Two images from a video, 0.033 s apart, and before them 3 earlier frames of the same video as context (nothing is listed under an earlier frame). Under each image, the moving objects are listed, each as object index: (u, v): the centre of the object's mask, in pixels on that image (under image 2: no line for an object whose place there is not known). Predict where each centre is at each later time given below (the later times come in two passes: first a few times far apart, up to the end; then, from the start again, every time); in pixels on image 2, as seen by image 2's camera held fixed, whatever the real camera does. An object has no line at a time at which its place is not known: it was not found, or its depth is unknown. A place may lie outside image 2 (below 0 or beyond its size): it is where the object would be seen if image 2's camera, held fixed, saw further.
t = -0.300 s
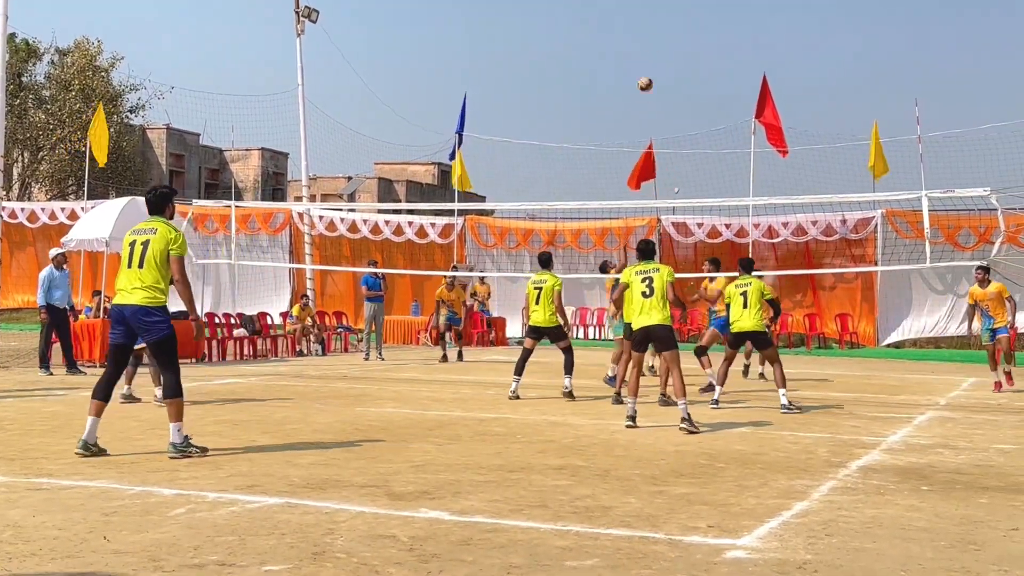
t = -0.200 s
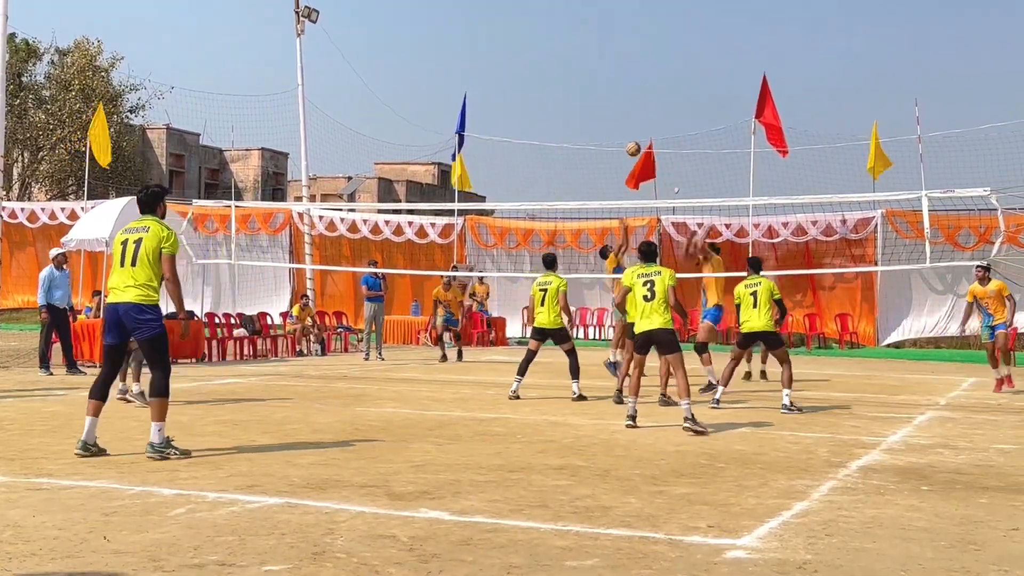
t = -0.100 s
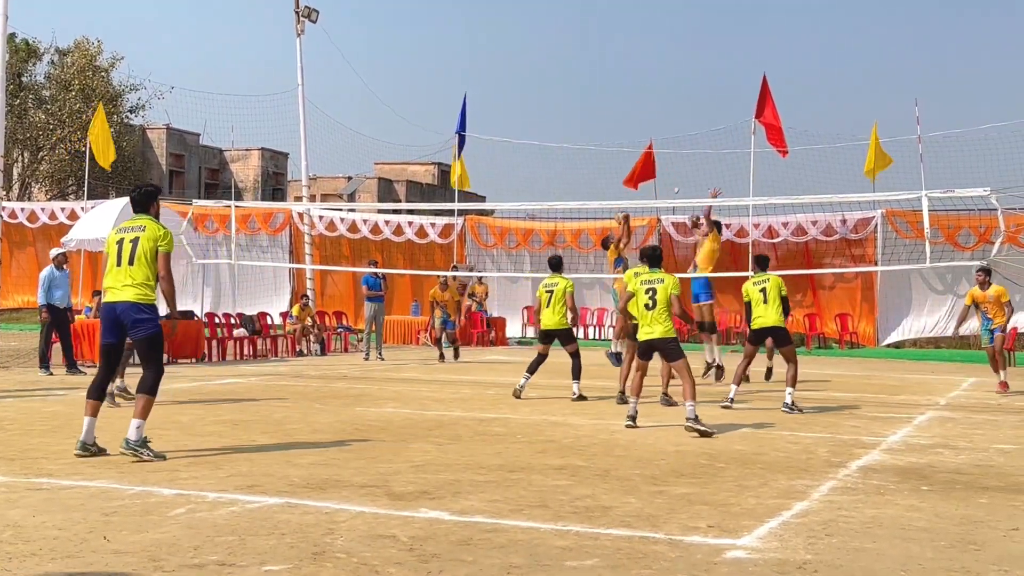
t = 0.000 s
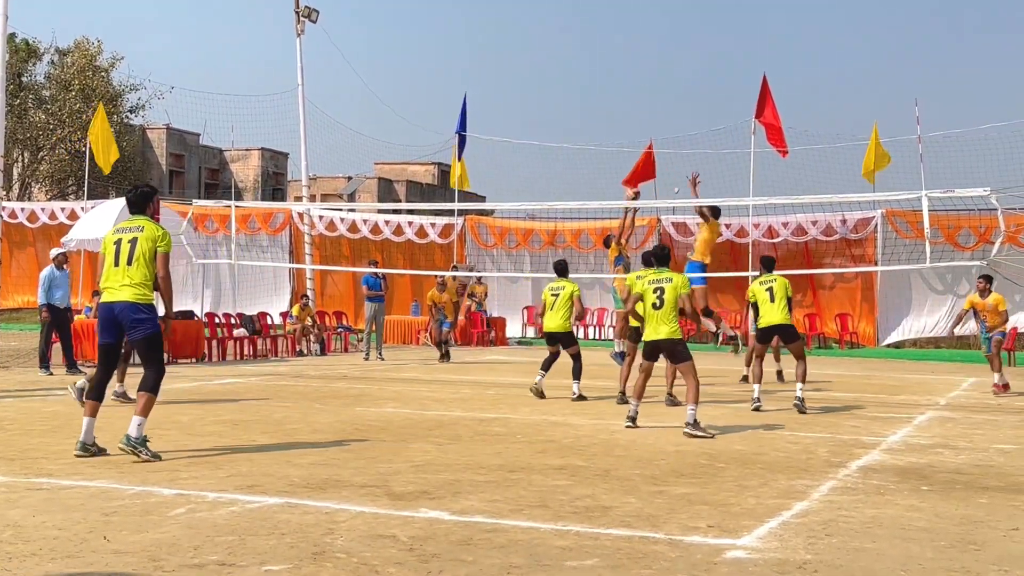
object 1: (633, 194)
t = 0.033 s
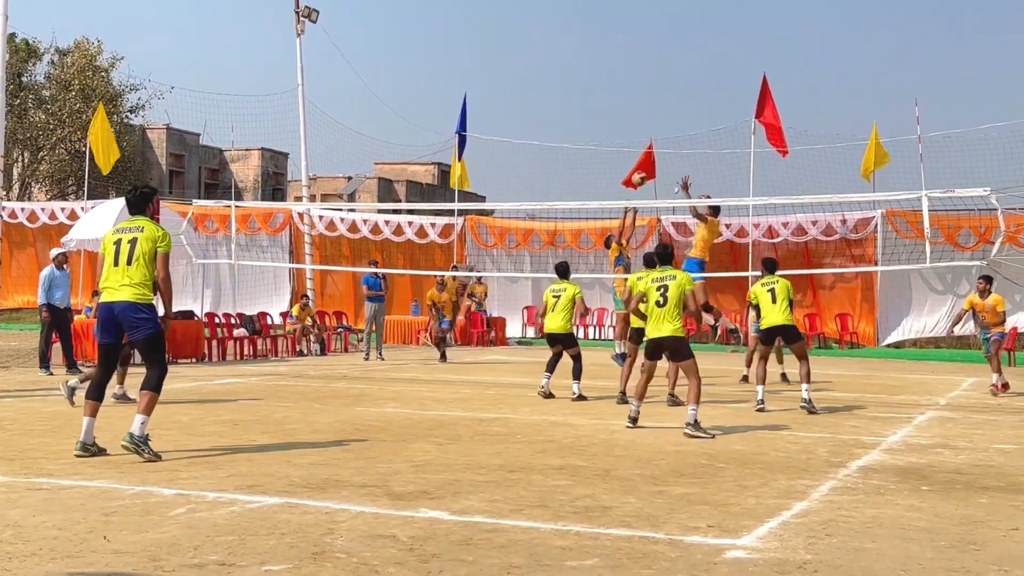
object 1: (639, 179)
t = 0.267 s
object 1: (686, 90)
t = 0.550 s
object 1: (742, 39)
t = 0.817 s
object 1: (793, 46)
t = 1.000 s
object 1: (827, 84)
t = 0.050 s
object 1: (642, 171)
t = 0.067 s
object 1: (645, 164)
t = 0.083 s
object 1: (649, 156)
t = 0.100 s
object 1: (653, 148)
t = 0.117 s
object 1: (656, 142)
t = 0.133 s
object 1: (659, 136)
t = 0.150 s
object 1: (663, 129)
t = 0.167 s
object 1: (666, 123)
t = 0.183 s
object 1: (670, 117)
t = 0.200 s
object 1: (673, 111)
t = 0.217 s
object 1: (676, 106)
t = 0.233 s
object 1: (679, 100)
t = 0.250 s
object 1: (683, 95)
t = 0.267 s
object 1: (686, 90)
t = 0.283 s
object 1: (690, 85)
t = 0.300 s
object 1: (693, 81)
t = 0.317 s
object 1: (696, 77)
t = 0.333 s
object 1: (700, 73)
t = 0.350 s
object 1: (703, 69)
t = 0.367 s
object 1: (706, 65)
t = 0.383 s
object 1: (710, 62)
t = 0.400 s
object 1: (713, 59)
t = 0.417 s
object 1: (716, 56)
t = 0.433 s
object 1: (720, 53)
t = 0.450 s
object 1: (723, 50)
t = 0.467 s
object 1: (726, 48)
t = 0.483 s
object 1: (729, 46)
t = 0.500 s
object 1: (733, 44)
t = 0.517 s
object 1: (736, 42)
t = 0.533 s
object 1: (739, 40)
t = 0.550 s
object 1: (742, 39)
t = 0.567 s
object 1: (746, 38)
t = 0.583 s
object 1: (749, 37)
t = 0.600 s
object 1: (752, 36)
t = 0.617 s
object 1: (755, 36)
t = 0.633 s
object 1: (758, 35)
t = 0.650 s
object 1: (761, 35)
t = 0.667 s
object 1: (765, 36)
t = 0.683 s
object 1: (768, 36)
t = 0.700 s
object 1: (771, 37)
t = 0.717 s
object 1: (774, 37)
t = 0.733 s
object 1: (777, 38)
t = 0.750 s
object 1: (780, 39)
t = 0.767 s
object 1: (784, 41)
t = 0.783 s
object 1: (787, 43)
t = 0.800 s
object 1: (790, 44)
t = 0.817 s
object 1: (793, 46)
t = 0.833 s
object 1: (796, 49)
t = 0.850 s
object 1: (800, 51)
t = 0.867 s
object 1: (802, 54)
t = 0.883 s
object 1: (805, 57)
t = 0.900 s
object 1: (808, 60)
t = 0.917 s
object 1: (811, 64)
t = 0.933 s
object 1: (815, 67)
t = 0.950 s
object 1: (818, 71)
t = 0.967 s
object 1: (821, 75)
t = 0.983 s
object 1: (824, 79)
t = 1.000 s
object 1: (827, 84)
